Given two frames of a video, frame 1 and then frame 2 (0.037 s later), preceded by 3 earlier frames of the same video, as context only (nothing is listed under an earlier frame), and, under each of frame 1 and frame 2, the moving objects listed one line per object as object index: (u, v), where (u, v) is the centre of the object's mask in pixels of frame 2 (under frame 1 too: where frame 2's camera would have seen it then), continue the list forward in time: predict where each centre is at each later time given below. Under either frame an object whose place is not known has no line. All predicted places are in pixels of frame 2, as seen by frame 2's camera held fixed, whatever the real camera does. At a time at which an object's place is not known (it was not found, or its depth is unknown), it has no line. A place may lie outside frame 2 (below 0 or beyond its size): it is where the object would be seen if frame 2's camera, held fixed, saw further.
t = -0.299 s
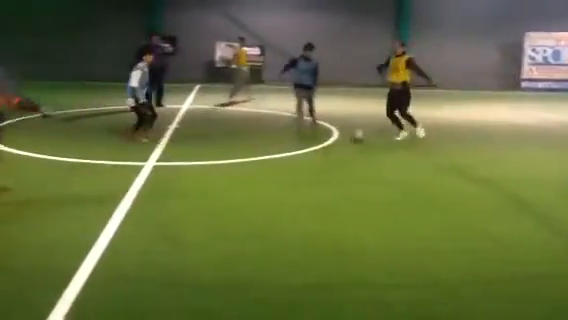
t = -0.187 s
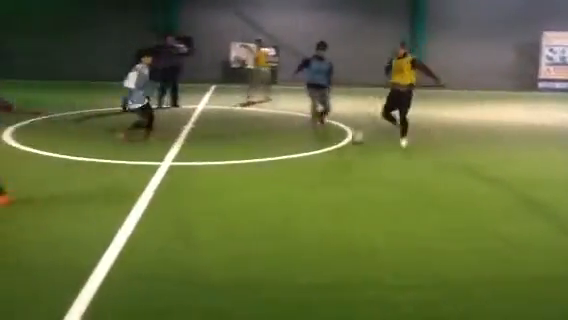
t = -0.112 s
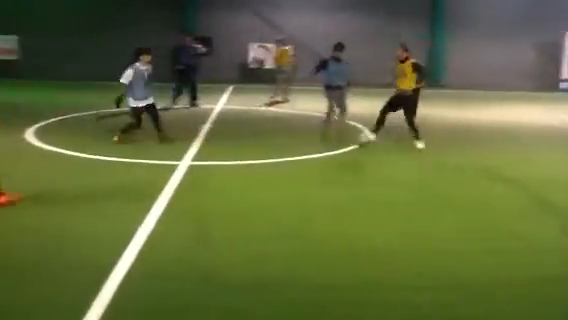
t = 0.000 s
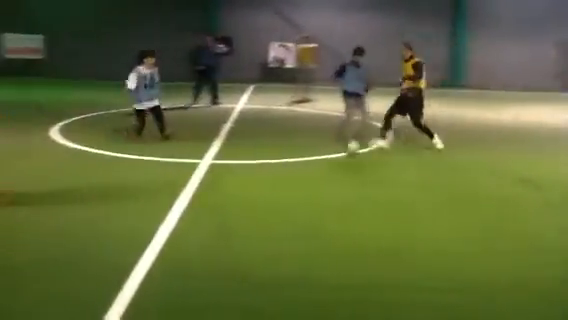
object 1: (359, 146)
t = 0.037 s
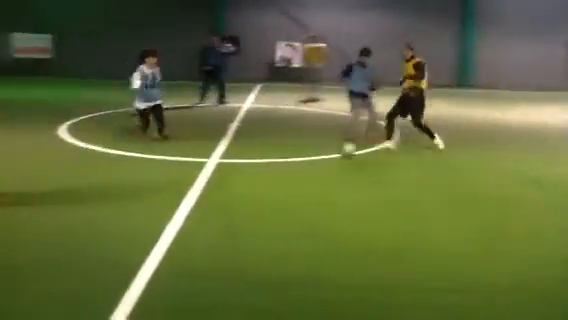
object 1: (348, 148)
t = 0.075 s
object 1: (337, 151)
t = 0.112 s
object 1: (325, 155)
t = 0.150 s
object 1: (314, 156)
